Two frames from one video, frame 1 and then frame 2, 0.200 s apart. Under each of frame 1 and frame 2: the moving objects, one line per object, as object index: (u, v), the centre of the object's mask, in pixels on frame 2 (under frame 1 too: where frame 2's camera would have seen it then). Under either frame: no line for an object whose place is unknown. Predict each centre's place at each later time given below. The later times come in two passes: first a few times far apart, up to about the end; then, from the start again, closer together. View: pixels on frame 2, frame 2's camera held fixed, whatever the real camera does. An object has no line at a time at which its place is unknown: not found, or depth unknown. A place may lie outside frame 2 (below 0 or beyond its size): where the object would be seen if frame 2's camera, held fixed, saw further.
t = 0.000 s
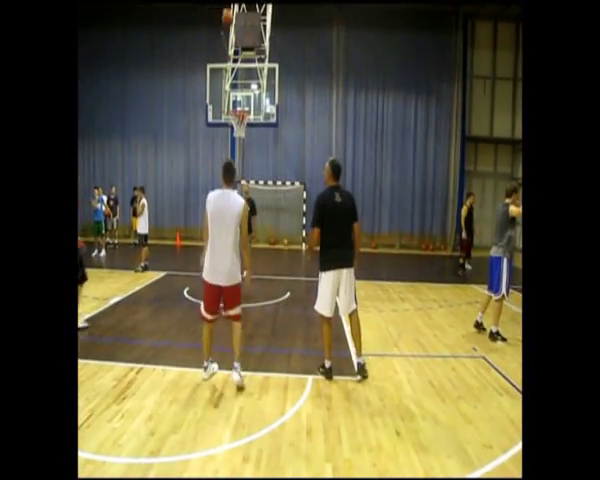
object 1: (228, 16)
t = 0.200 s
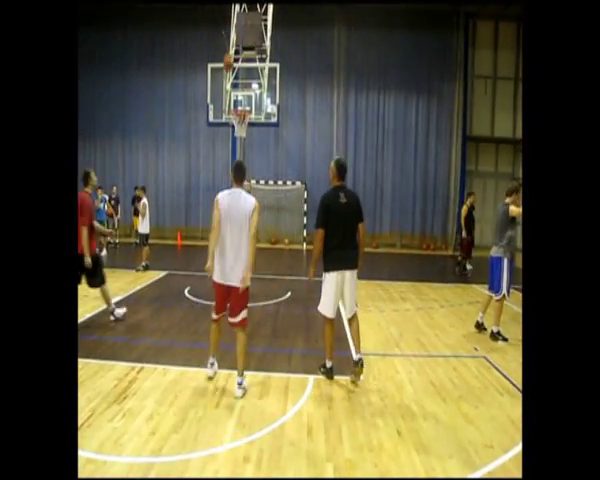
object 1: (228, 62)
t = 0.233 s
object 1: (228, 70)
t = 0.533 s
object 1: (212, 91)
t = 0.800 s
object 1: (190, 106)
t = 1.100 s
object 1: (167, 165)
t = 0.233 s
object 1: (228, 70)
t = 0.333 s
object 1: (228, 100)
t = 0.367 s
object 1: (227, 103)
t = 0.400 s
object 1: (223, 99)
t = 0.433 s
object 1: (220, 96)
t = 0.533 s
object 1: (212, 91)
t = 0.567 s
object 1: (209, 91)
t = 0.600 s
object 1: (207, 91)
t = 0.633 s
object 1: (203, 92)
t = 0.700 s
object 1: (198, 96)
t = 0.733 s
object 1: (195, 98)
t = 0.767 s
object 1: (193, 102)
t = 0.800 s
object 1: (190, 106)
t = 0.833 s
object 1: (187, 110)
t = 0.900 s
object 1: (182, 120)
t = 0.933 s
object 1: (179, 126)
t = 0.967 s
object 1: (176, 133)
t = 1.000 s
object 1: (174, 140)
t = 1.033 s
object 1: (172, 147)
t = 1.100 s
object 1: (167, 165)
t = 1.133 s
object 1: (164, 174)
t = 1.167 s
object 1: (163, 183)
